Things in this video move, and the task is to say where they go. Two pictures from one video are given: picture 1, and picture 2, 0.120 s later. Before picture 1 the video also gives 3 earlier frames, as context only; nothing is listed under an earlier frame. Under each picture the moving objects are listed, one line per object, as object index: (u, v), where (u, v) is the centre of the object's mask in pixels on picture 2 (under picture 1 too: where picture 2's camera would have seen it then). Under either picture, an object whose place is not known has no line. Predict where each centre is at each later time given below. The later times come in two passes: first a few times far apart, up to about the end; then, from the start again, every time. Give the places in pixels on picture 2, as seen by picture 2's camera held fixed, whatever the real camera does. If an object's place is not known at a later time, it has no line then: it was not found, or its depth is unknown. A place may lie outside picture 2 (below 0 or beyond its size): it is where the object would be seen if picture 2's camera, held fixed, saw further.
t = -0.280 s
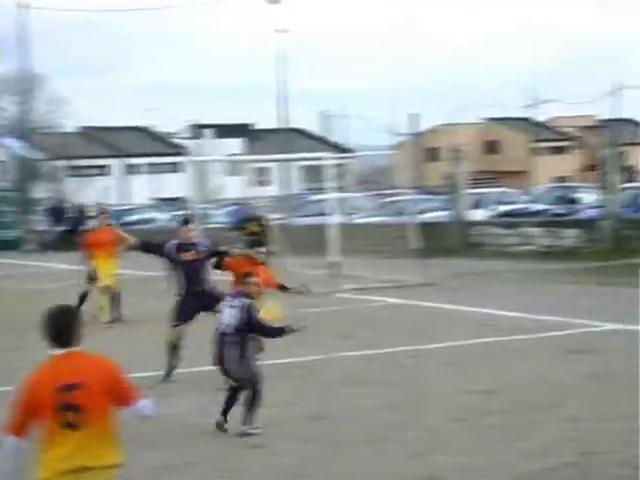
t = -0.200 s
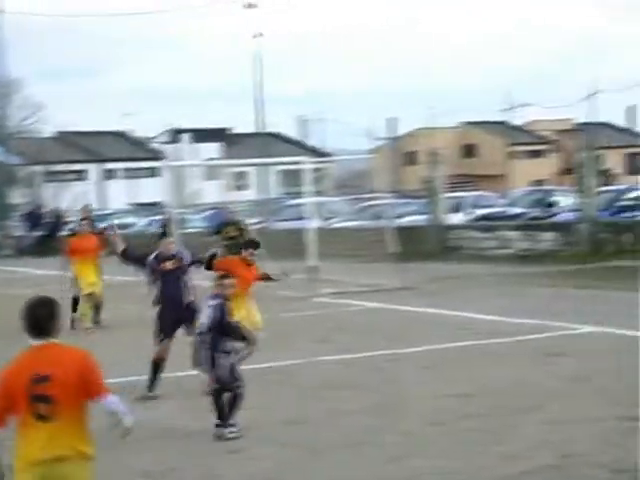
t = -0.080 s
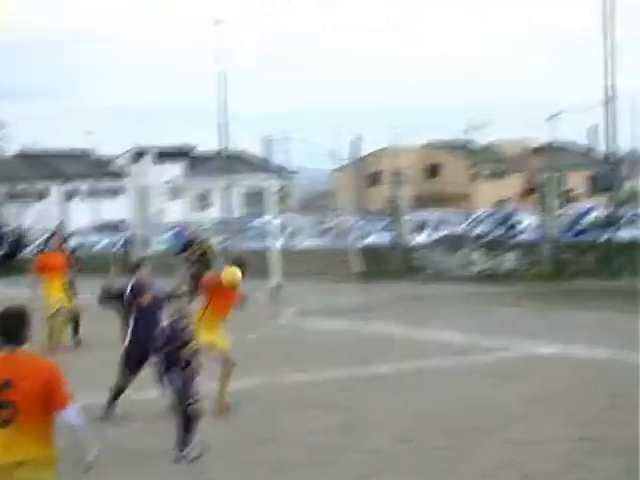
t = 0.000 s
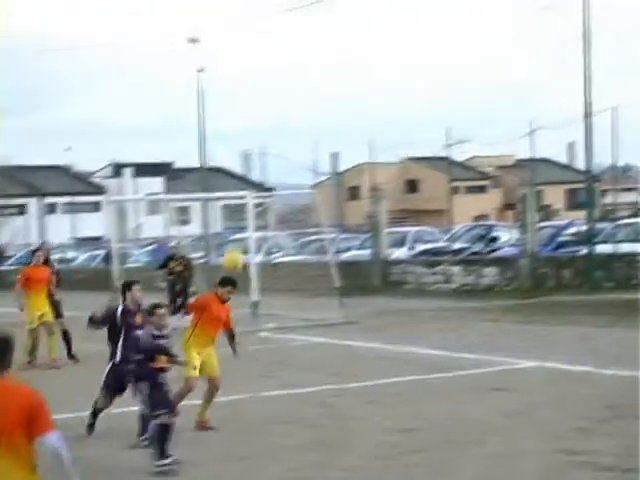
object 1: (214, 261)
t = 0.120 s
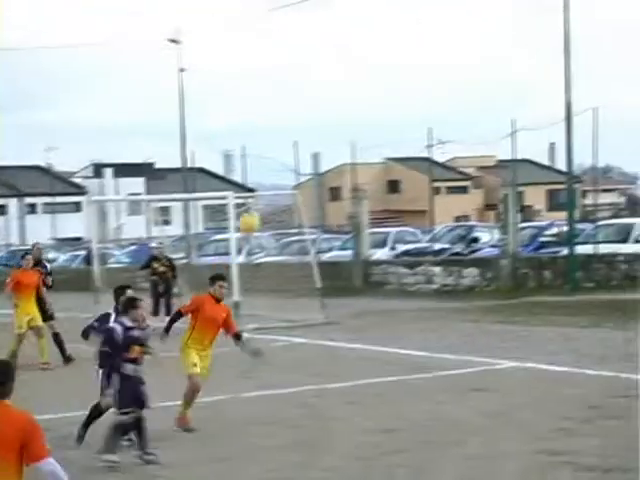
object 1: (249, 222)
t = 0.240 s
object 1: (284, 200)
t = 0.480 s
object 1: (360, 192)
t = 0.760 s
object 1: (457, 258)
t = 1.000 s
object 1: (552, 382)
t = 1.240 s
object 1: (607, 396)
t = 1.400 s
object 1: (618, 345)
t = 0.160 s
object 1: (261, 214)
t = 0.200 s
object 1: (273, 204)
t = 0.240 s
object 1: (284, 200)
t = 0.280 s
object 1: (299, 195)
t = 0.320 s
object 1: (309, 191)
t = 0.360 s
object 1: (321, 189)
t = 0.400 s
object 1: (335, 189)
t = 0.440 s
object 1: (347, 190)
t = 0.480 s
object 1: (360, 192)
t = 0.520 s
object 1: (374, 196)
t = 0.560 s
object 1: (388, 203)
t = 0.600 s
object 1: (401, 210)
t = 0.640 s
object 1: (414, 217)
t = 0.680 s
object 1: (429, 230)
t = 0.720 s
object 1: (443, 243)
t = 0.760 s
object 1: (457, 258)
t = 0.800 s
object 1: (472, 274)
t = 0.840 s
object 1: (487, 291)
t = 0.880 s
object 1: (502, 308)
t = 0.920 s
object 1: (520, 332)
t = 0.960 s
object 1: (535, 354)
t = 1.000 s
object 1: (552, 382)
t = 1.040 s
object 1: (570, 410)
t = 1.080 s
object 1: (586, 437)
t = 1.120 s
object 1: (599, 455)
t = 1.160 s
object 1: (602, 435)
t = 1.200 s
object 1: (605, 413)
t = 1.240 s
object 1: (607, 396)
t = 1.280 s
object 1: (609, 381)
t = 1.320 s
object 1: (612, 367)
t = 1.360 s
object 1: (616, 355)
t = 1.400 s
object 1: (618, 345)
